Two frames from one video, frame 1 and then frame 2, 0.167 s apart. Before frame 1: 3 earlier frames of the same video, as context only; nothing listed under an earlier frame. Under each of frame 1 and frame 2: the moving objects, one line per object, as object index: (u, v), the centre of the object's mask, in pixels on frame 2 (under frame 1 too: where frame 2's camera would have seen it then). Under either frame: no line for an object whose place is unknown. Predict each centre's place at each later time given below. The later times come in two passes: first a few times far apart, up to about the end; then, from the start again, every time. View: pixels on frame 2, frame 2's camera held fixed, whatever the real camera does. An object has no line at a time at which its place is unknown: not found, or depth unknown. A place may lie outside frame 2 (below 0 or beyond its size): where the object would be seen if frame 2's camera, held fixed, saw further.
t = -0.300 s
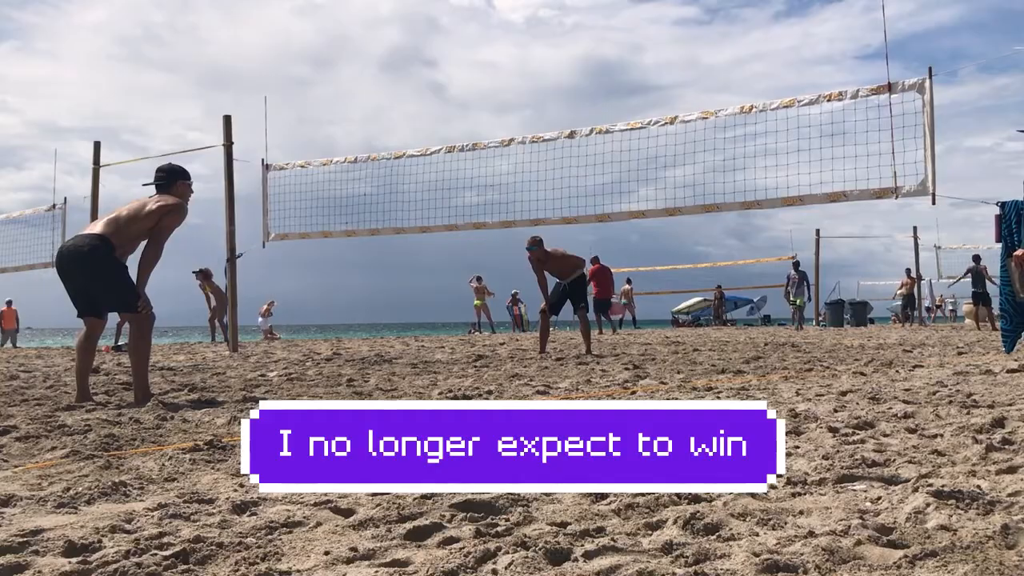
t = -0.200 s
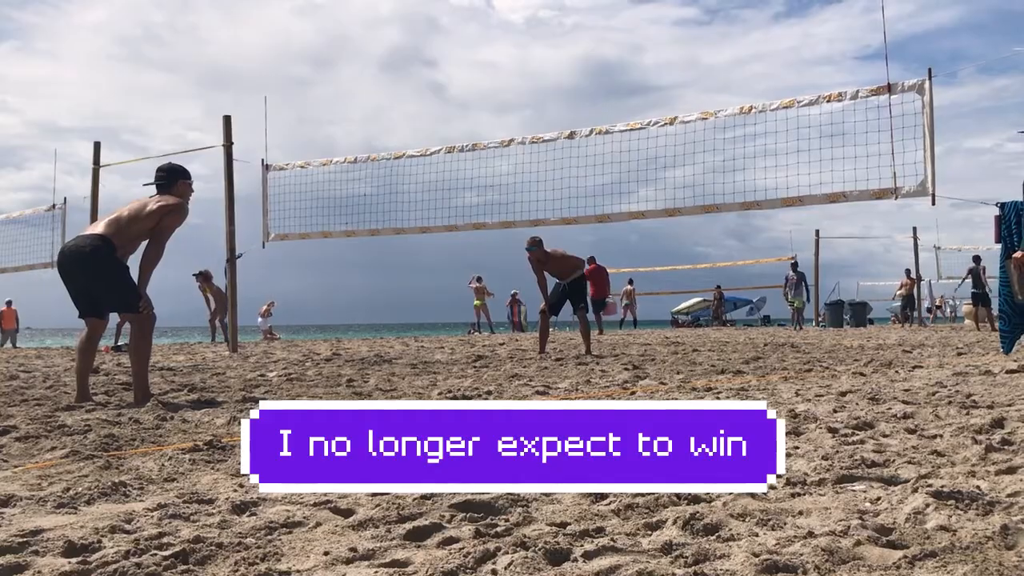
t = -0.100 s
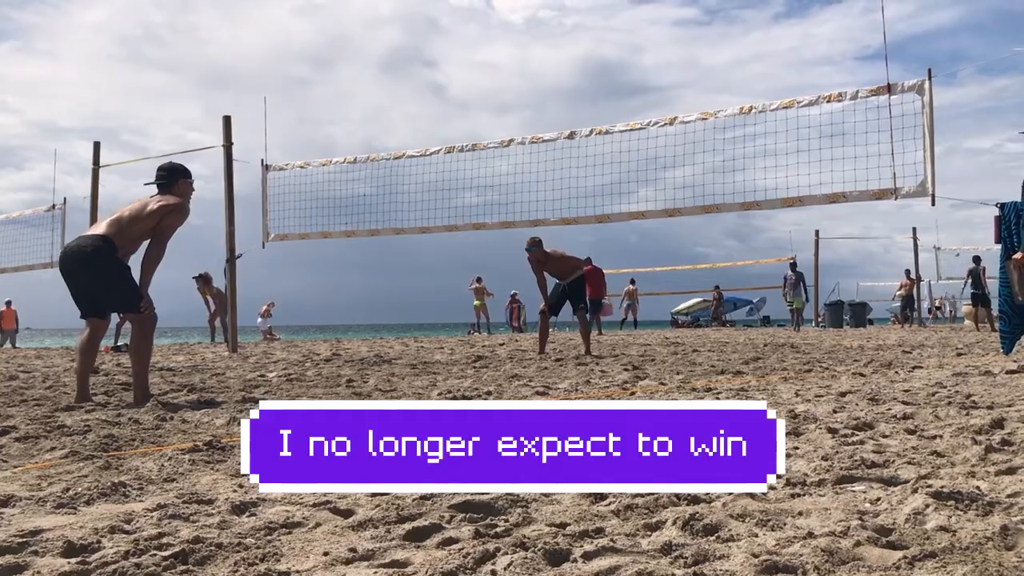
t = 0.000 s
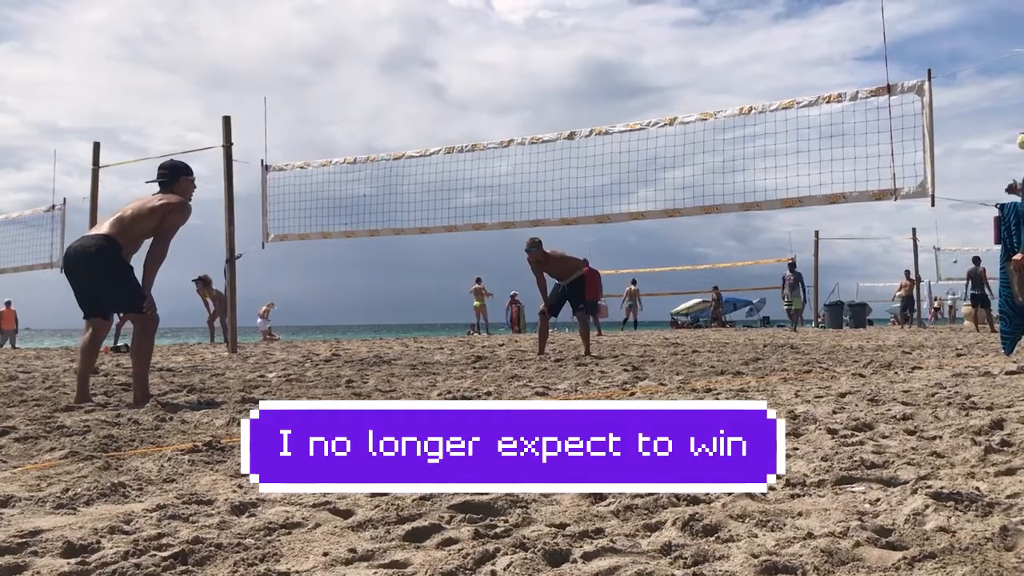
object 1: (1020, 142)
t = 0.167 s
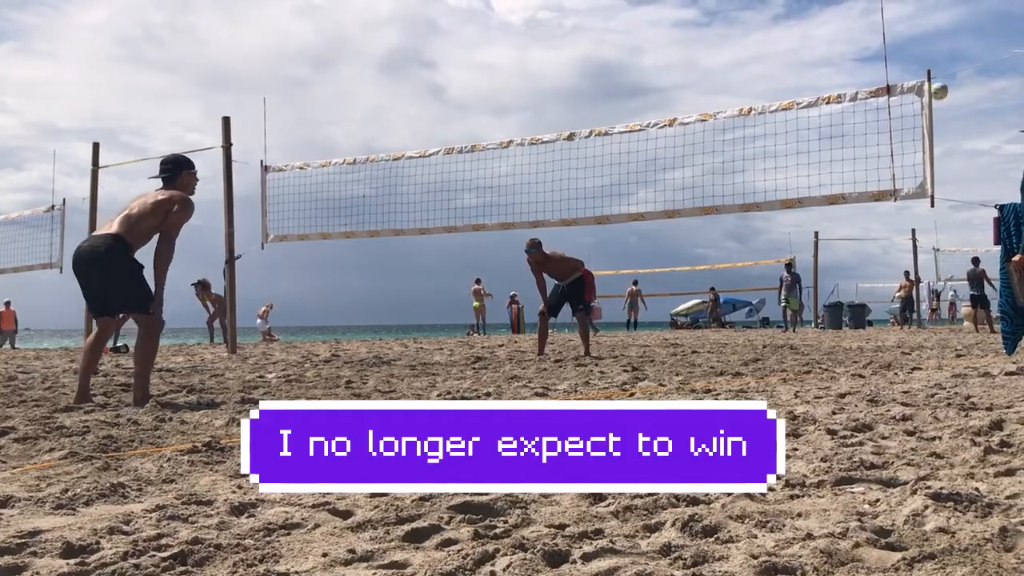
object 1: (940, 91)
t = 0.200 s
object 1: (918, 78)
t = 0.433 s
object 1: (775, 36)
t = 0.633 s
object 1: (620, 24)
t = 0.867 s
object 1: (388, 65)
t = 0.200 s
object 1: (918, 78)
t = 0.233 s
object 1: (902, 73)
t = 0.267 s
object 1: (882, 66)
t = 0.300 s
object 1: (861, 59)
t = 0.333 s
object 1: (841, 52)
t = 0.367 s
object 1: (820, 46)
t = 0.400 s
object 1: (798, 41)
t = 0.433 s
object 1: (775, 36)
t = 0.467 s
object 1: (751, 32)
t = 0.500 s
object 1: (727, 29)
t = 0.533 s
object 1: (702, 26)
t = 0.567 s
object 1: (676, 24)
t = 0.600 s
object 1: (648, 24)
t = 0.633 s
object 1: (620, 24)
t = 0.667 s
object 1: (591, 26)
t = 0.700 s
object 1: (561, 29)
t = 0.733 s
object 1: (529, 33)
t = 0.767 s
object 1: (496, 38)
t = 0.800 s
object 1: (461, 45)
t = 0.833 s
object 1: (426, 54)
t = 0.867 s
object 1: (388, 65)
